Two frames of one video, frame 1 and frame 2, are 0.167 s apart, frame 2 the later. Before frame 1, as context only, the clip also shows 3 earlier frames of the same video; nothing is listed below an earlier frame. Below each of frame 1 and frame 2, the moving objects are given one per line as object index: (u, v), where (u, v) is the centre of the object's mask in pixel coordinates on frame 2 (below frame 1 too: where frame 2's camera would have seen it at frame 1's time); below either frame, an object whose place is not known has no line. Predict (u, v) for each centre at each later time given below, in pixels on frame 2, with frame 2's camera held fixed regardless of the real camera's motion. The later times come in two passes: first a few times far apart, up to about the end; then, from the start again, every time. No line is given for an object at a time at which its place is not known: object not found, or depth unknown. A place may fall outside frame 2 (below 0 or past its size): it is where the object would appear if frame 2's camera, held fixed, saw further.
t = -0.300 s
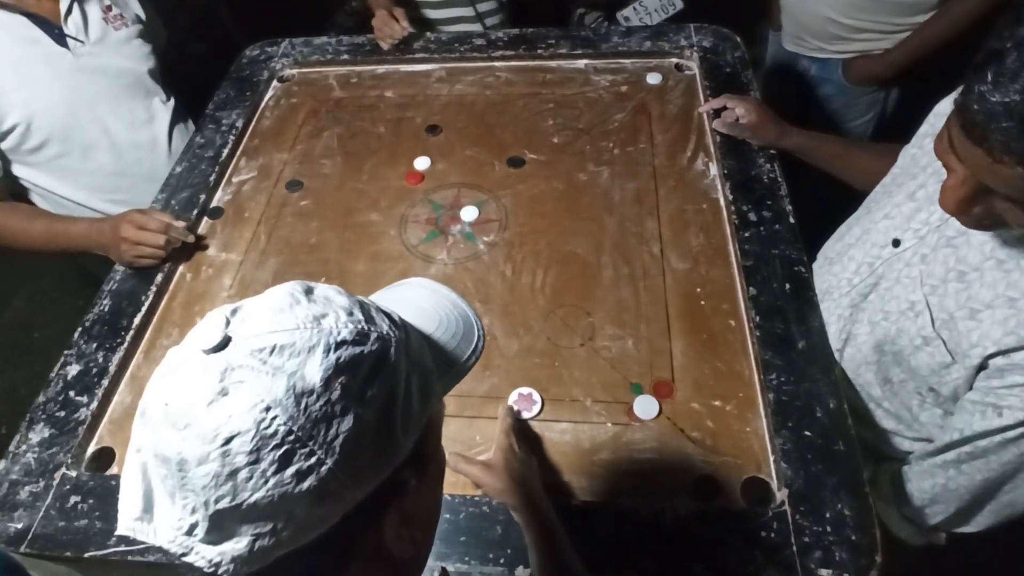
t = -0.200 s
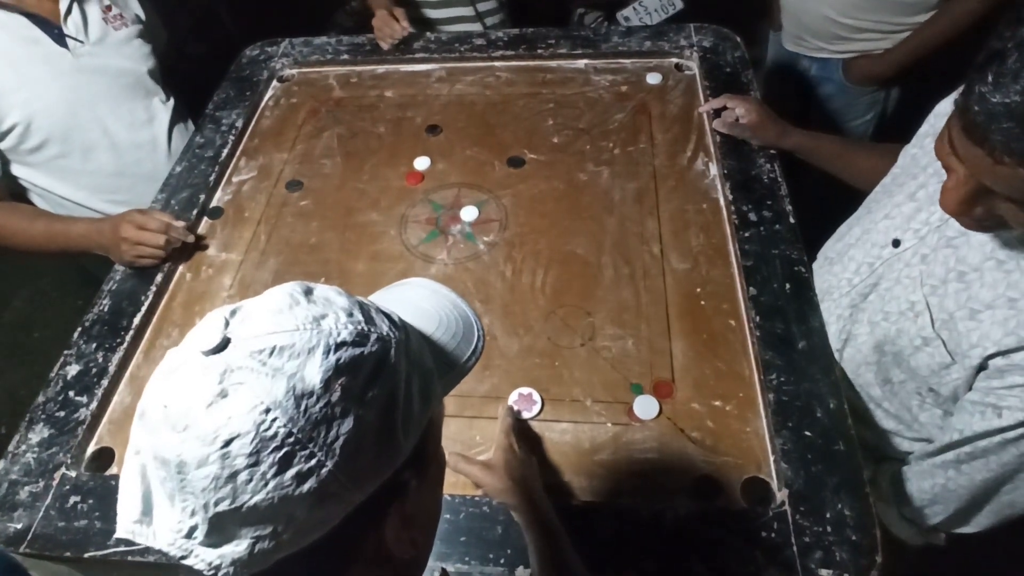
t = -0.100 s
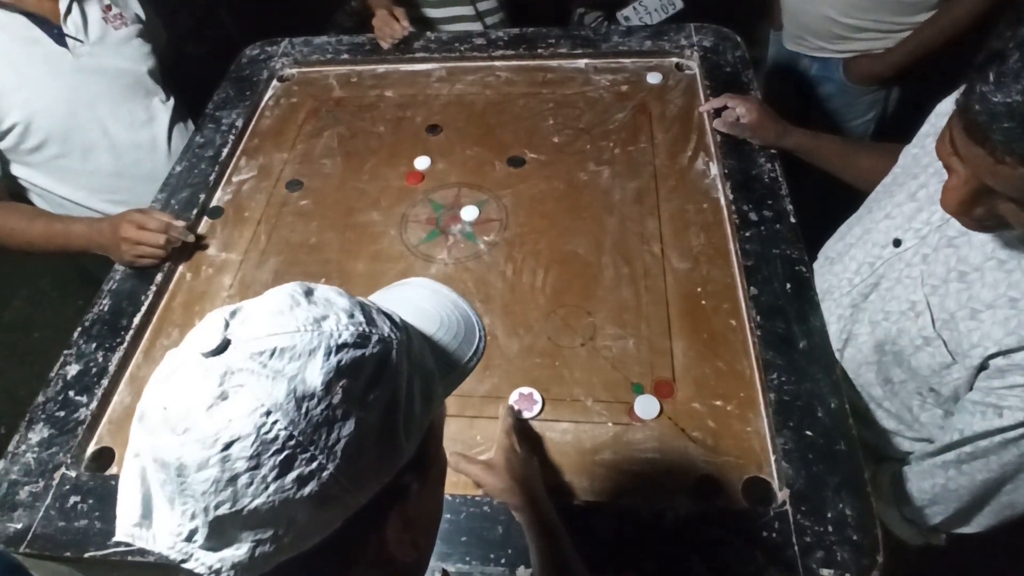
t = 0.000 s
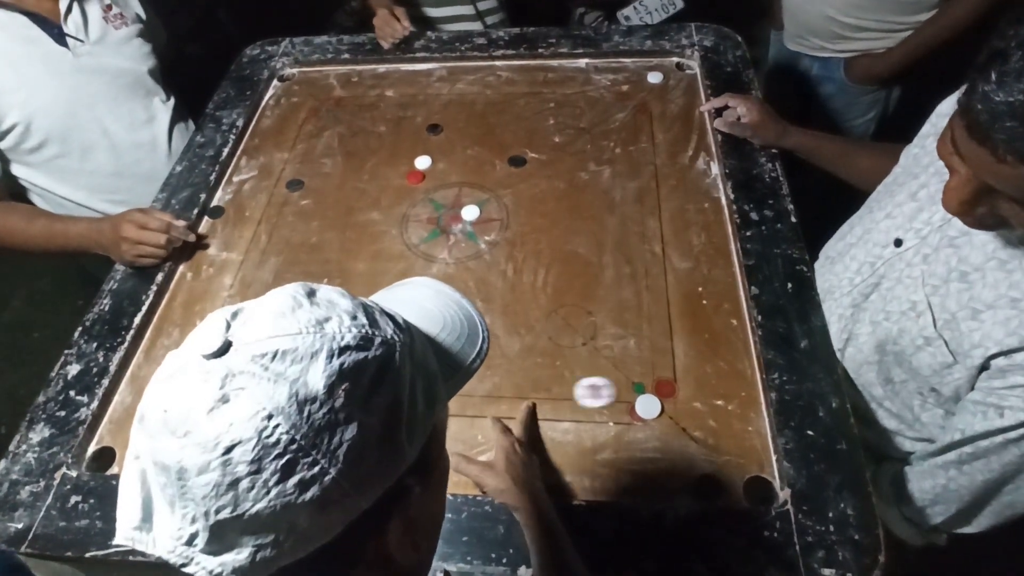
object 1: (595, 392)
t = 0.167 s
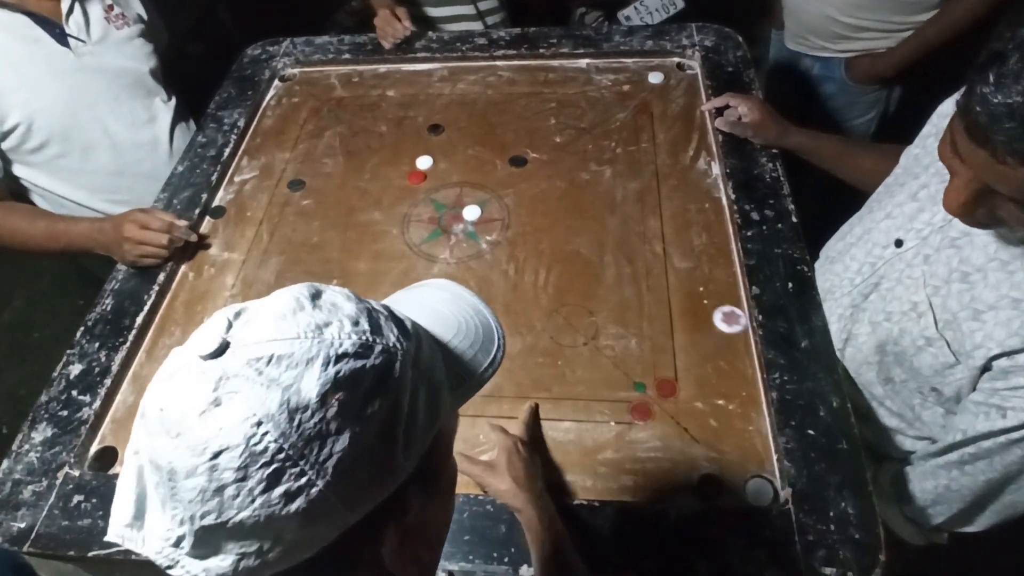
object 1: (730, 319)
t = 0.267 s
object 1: (675, 292)
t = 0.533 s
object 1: (581, 245)
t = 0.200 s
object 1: (710, 310)
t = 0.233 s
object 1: (692, 301)
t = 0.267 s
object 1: (675, 292)
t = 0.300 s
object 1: (658, 284)
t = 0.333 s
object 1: (643, 276)
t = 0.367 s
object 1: (630, 270)
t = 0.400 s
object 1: (618, 263)
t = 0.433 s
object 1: (608, 258)
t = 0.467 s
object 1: (598, 254)
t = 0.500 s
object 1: (589, 249)
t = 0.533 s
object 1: (581, 245)
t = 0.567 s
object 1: (573, 241)
